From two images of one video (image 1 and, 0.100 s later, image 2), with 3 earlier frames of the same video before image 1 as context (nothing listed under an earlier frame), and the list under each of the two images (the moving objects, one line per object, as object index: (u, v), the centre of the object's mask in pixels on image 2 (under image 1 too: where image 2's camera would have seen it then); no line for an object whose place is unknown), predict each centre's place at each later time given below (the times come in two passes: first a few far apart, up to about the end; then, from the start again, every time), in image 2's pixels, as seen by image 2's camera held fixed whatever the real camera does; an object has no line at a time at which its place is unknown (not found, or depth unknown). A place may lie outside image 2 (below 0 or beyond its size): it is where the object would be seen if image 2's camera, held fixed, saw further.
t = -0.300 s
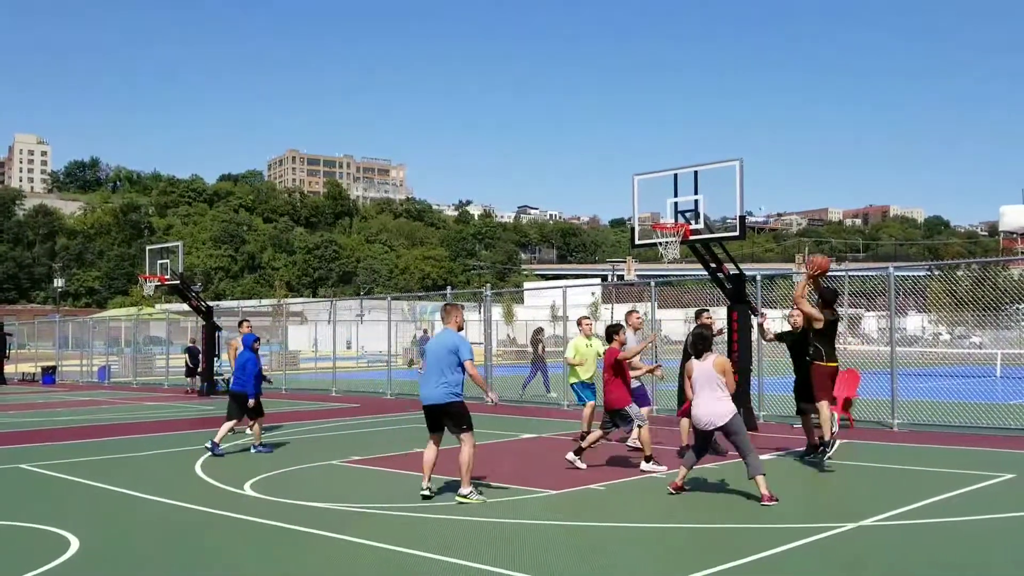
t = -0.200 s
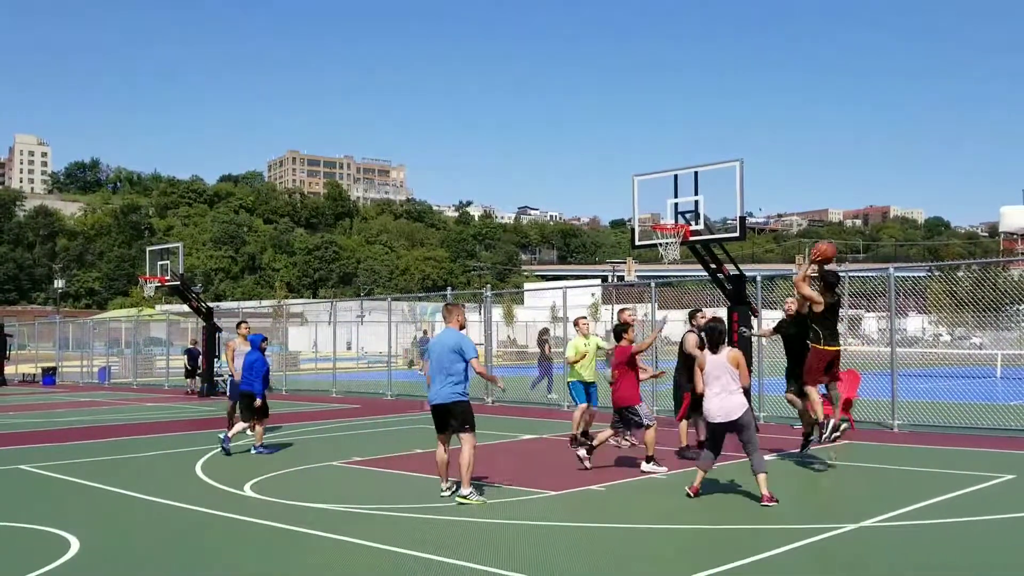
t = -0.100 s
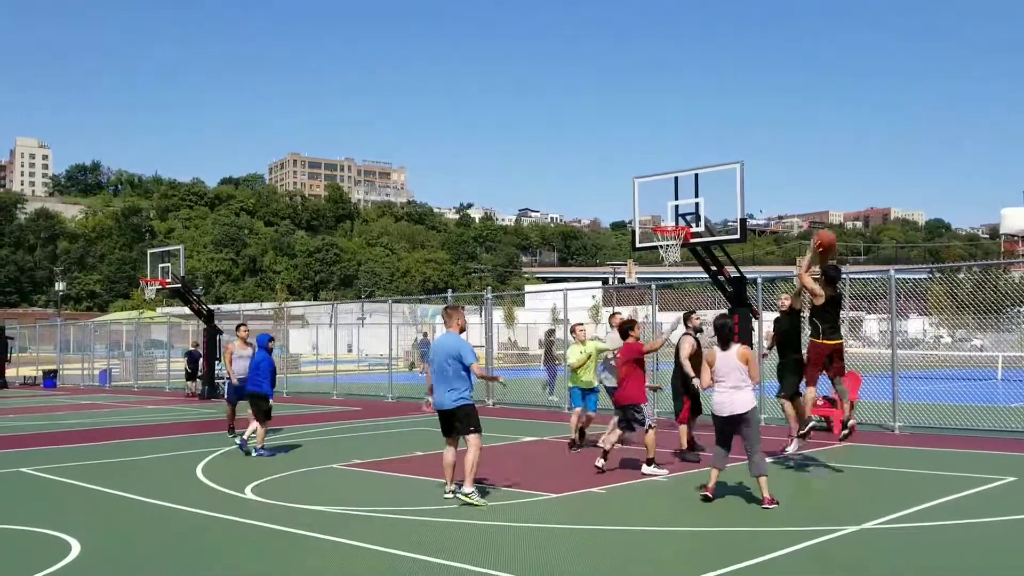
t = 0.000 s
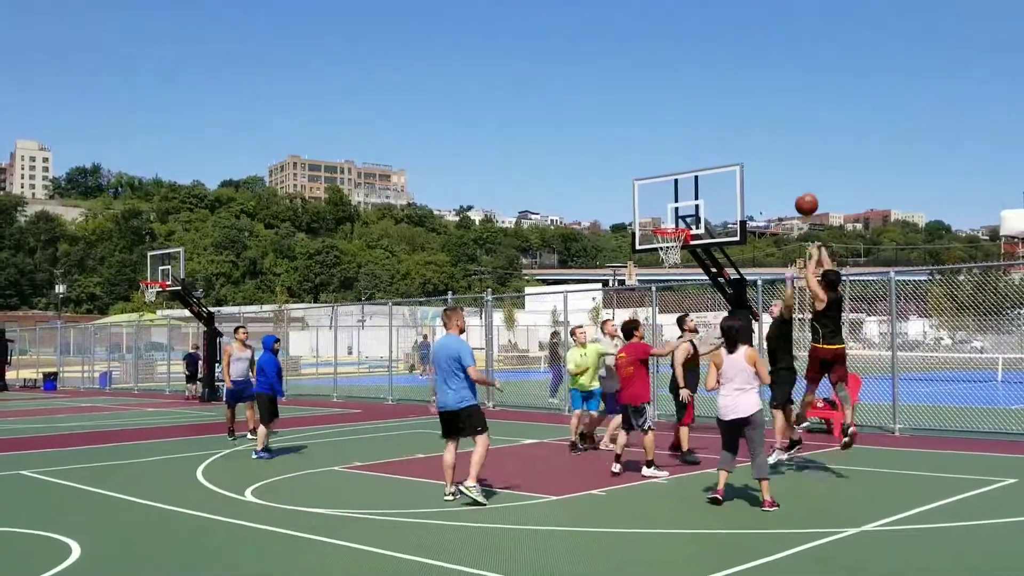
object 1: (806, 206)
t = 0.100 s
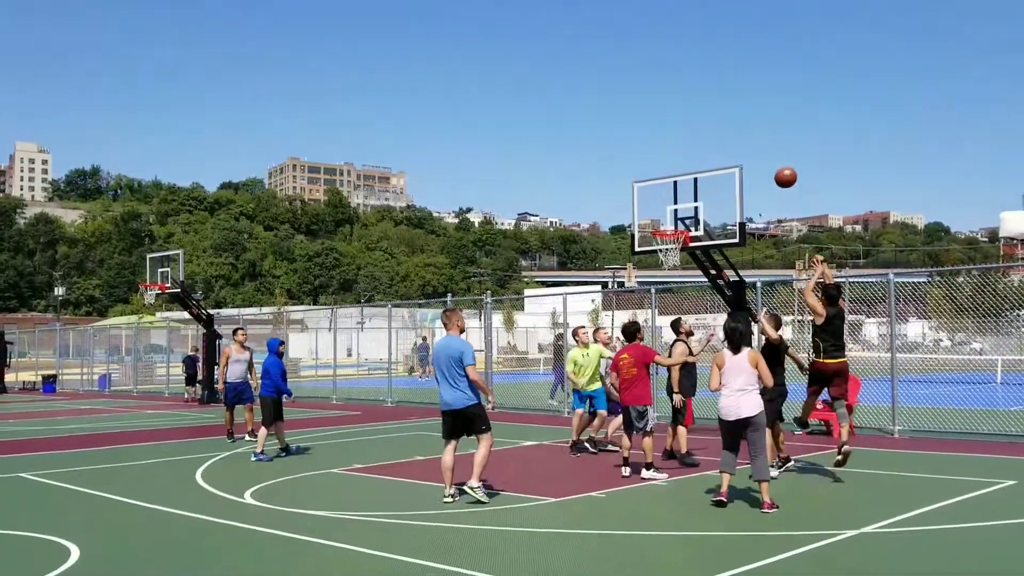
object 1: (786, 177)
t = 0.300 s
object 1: (750, 149)
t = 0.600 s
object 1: (707, 166)
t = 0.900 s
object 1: (664, 225)
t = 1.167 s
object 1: (637, 206)
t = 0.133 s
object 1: (780, 170)
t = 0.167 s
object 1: (773, 164)
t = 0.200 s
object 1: (767, 158)
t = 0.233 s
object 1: (761, 154)
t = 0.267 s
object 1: (756, 151)
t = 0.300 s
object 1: (750, 149)
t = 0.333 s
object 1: (746, 148)
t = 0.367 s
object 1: (740, 147)
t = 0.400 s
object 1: (735, 148)
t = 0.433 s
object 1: (730, 149)
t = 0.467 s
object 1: (725, 150)
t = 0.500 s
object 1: (720, 153)
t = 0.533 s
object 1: (716, 157)
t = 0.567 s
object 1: (711, 161)
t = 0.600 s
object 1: (707, 166)
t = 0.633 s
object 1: (702, 172)
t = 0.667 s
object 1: (698, 178)
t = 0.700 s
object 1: (694, 185)
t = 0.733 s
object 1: (689, 193)
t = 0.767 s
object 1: (686, 201)
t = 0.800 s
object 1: (681, 207)
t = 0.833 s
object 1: (675, 213)
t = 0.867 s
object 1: (669, 220)
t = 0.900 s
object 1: (664, 225)
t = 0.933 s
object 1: (660, 222)
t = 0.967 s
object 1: (657, 217)
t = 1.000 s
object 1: (654, 213)
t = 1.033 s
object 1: (650, 211)
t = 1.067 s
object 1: (647, 208)
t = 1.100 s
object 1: (643, 207)
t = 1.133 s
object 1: (640, 206)
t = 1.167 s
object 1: (637, 206)
